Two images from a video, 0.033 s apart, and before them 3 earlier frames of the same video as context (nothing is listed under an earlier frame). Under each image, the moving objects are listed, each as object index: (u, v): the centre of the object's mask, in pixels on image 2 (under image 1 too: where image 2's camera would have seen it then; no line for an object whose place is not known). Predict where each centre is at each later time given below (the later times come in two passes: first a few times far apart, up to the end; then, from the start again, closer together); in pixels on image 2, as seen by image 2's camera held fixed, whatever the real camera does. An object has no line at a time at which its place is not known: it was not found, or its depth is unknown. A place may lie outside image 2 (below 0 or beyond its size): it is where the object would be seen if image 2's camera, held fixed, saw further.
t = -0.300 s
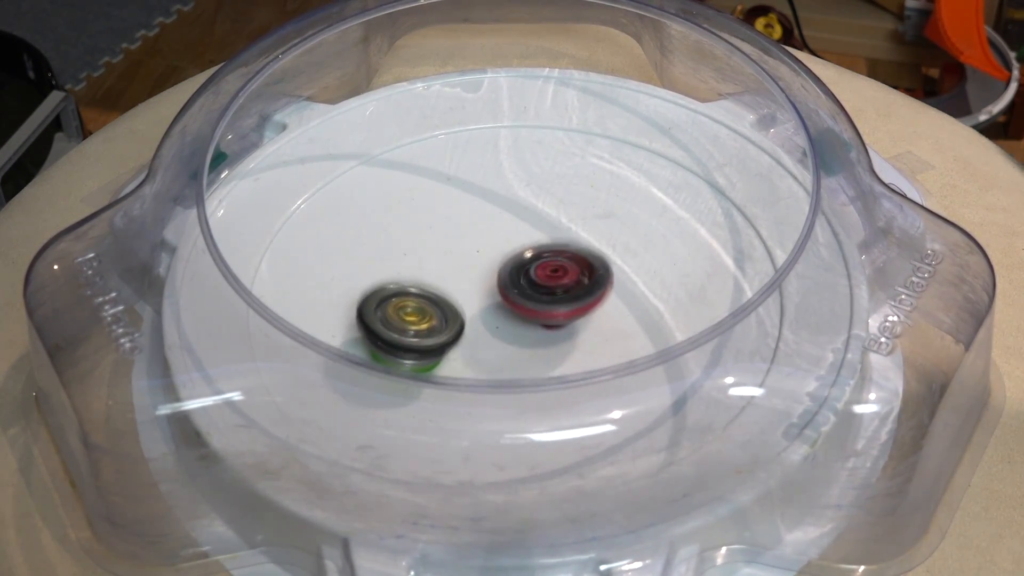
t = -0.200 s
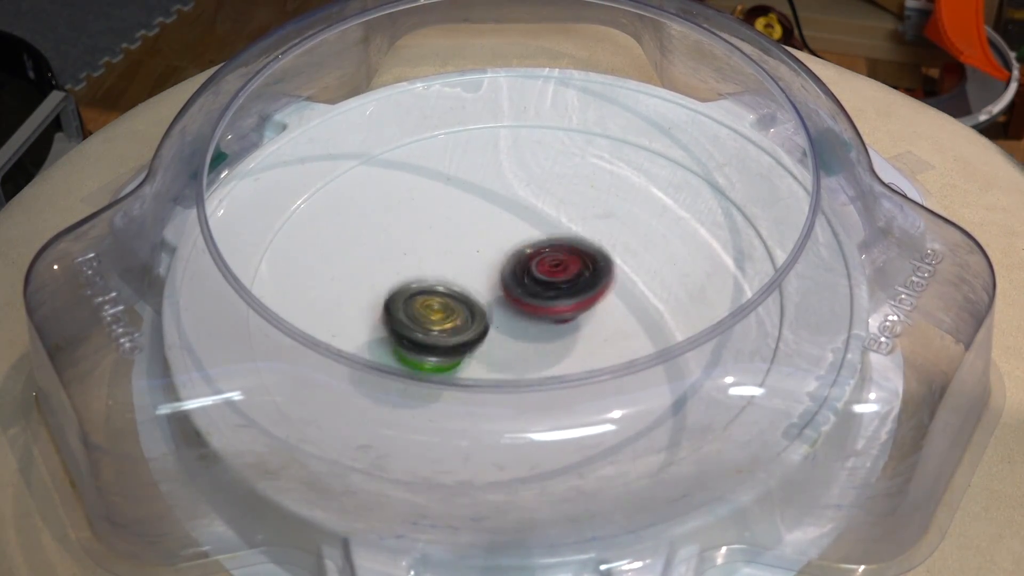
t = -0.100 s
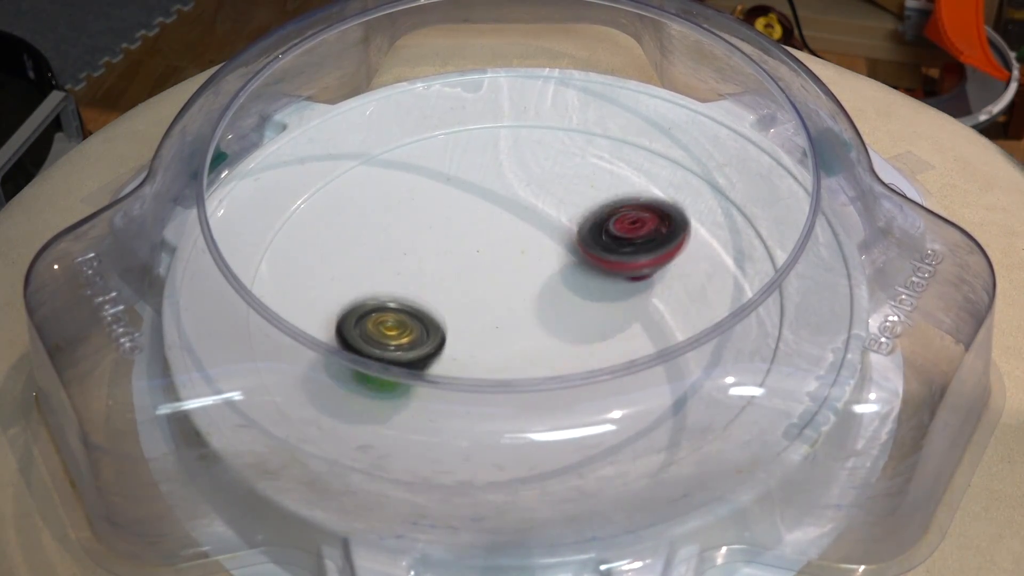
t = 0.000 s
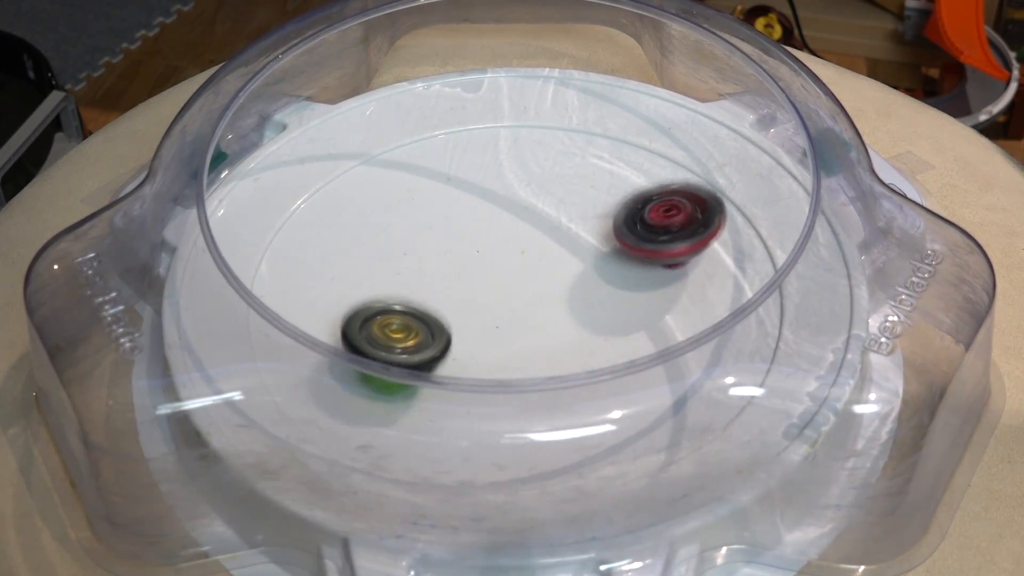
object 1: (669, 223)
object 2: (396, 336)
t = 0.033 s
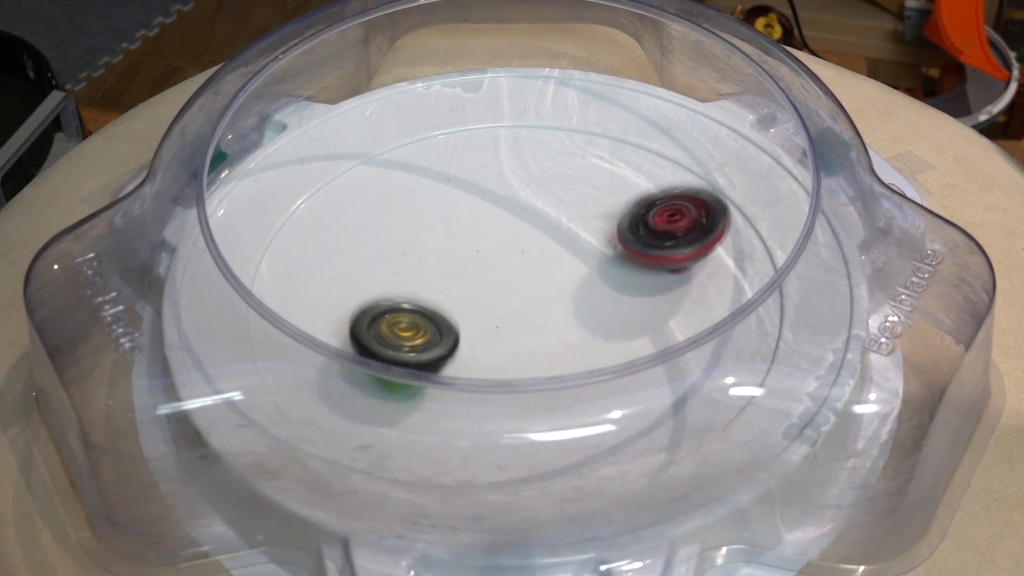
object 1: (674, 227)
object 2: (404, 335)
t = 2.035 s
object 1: (575, 285)
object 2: (406, 319)
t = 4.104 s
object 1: (596, 261)
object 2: (423, 308)
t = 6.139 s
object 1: (595, 284)
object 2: (468, 289)
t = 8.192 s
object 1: (558, 332)
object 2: (466, 225)
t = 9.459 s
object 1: (459, 301)
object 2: (574, 282)
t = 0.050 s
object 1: (675, 231)
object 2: (408, 334)
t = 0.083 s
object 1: (674, 241)
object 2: (418, 332)
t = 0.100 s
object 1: (671, 246)
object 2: (424, 332)
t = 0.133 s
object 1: (662, 259)
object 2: (433, 330)
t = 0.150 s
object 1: (658, 264)
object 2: (438, 329)
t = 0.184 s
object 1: (647, 277)
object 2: (447, 324)
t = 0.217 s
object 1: (634, 289)
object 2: (455, 315)
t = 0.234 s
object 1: (627, 294)
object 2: (458, 311)
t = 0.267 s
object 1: (612, 302)
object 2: (465, 300)
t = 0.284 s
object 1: (604, 304)
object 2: (468, 295)
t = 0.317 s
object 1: (587, 308)
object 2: (473, 284)
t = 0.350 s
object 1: (573, 310)
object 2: (473, 272)
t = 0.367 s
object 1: (575, 312)
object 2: (466, 262)
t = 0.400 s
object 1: (577, 315)
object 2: (452, 245)
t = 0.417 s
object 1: (577, 316)
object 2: (445, 239)
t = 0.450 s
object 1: (576, 314)
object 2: (433, 227)
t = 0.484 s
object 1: (572, 310)
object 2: (421, 219)
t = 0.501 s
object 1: (569, 307)
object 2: (415, 215)
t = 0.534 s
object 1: (564, 298)
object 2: (404, 209)
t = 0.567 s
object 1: (559, 287)
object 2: (393, 206)
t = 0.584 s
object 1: (558, 280)
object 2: (388, 206)
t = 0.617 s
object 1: (557, 268)
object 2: (380, 210)
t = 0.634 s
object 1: (558, 262)
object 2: (377, 212)
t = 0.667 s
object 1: (560, 251)
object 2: (374, 219)
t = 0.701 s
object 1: (564, 241)
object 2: (376, 228)
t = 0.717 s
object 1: (566, 236)
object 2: (379, 232)
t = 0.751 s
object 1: (572, 228)
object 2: (388, 241)
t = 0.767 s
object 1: (575, 225)
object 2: (394, 245)
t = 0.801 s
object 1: (582, 221)
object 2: (407, 253)
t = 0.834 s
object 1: (591, 220)
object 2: (420, 260)
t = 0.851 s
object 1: (595, 221)
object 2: (427, 264)
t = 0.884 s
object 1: (600, 226)
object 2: (443, 270)
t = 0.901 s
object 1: (601, 229)
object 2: (452, 273)
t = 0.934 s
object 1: (601, 238)
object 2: (470, 276)
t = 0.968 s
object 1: (598, 247)
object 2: (487, 276)
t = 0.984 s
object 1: (602, 249)
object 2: (490, 277)
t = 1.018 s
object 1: (632, 244)
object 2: (475, 284)
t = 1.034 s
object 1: (645, 242)
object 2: (469, 287)
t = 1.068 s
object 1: (663, 239)
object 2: (459, 292)
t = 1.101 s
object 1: (673, 238)
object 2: (453, 293)
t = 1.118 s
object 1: (676, 240)
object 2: (451, 294)
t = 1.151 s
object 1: (678, 245)
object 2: (450, 294)
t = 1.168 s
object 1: (677, 250)
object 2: (451, 295)
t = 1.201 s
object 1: (668, 262)
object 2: (458, 295)
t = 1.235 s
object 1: (652, 277)
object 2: (468, 292)
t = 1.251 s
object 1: (642, 283)
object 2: (473, 290)
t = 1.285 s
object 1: (619, 293)
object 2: (482, 285)
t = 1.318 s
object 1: (599, 301)
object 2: (489, 280)
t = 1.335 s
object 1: (595, 304)
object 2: (486, 276)
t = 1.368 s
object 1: (584, 308)
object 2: (482, 271)
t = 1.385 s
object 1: (577, 309)
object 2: (481, 269)
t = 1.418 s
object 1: (568, 310)
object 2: (476, 266)
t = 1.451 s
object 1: (562, 311)
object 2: (471, 263)
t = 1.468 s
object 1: (558, 311)
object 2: (468, 262)
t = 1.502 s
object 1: (554, 308)
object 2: (459, 261)
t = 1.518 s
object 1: (552, 306)
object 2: (455, 262)
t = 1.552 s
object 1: (550, 302)
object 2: (445, 263)
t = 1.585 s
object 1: (556, 303)
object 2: (427, 261)
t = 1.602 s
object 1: (557, 303)
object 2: (419, 261)
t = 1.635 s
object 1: (560, 302)
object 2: (409, 262)
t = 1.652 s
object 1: (561, 301)
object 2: (407, 263)
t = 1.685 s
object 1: (562, 301)
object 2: (404, 267)
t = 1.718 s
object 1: (559, 300)
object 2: (403, 274)
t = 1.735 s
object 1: (558, 298)
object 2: (403, 278)
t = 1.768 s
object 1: (554, 297)
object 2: (406, 287)
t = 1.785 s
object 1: (552, 296)
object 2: (408, 291)
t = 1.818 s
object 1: (545, 295)
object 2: (416, 299)
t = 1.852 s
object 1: (539, 293)
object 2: (425, 304)
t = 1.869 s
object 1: (546, 291)
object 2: (419, 307)
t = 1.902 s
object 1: (557, 289)
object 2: (410, 312)
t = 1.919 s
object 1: (562, 288)
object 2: (407, 313)
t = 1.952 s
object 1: (570, 287)
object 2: (401, 316)
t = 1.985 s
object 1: (573, 286)
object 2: (401, 318)
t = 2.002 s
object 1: (574, 285)
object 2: (403, 319)
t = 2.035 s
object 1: (575, 285)
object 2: (406, 319)
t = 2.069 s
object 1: (571, 285)
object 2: (414, 318)
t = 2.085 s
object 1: (568, 285)
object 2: (418, 317)
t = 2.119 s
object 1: (563, 286)
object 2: (426, 315)
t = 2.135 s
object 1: (559, 287)
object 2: (432, 315)
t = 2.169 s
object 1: (553, 288)
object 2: (439, 311)
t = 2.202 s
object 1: (566, 283)
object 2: (431, 312)
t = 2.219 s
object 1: (571, 282)
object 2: (428, 312)
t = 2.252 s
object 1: (581, 280)
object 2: (422, 310)
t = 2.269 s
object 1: (587, 280)
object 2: (422, 310)
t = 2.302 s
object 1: (596, 280)
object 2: (422, 308)
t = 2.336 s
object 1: (606, 278)
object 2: (426, 307)
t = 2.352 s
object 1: (610, 278)
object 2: (430, 306)
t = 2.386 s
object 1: (612, 279)
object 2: (437, 304)
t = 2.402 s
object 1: (613, 279)
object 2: (441, 303)
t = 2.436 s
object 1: (612, 280)
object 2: (450, 301)
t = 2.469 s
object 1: (606, 282)
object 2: (461, 300)
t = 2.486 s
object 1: (602, 283)
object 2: (467, 298)
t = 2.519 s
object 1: (595, 285)
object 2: (477, 297)
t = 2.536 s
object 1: (593, 286)
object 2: (479, 297)
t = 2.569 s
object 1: (610, 286)
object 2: (462, 296)
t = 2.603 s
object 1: (624, 286)
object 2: (452, 295)
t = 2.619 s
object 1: (628, 287)
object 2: (447, 294)
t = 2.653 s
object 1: (633, 286)
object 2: (441, 293)
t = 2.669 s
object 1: (634, 286)
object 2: (439, 293)
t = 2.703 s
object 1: (630, 287)
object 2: (437, 293)
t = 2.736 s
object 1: (624, 287)
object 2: (439, 293)
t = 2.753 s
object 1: (620, 287)
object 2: (440, 293)
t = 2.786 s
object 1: (606, 288)
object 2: (444, 292)
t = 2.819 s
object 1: (592, 289)
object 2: (450, 293)
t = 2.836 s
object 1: (583, 291)
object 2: (454, 292)
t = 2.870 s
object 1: (572, 292)
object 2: (455, 291)
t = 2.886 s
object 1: (574, 293)
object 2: (450, 290)
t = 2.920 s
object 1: (576, 295)
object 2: (442, 289)
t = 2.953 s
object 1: (581, 295)
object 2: (439, 289)
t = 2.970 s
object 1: (582, 294)
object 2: (437, 289)
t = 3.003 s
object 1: (581, 291)
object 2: (437, 289)
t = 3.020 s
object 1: (581, 289)
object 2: (436, 289)
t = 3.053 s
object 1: (577, 285)
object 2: (441, 290)
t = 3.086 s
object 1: (575, 280)
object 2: (445, 291)
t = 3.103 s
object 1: (572, 279)
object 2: (449, 291)
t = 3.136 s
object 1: (567, 276)
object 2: (454, 292)
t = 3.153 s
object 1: (572, 275)
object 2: (453, 293)
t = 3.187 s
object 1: (583, 271)
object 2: (441, 293)
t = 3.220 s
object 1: (589, 268)
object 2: (433, 294)
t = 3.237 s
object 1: (592, 266)
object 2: (430, 295)
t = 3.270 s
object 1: (595, 264)
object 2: (429, 296)
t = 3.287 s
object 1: (594, 263)
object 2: (428, 297)
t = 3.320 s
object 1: (595, 263)
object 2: (429, 298)
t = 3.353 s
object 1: (591, 263)
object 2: (435, 299)
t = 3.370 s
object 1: (589, 264)
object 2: (437, 299)
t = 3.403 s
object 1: (582, 267)
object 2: (444, 301)
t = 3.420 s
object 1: (580, 268)
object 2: (446, 301)
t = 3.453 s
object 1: (572, 272)
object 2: (456, 302)
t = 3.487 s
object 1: (574, 272)
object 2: (453, 305)
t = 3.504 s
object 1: (583, 270)
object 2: (446, 304)
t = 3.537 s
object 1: (595, 268)
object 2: (434, 307)
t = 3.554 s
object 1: (601, 267)
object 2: (430, 308)
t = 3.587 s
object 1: (608, 267)
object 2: (426, 310)
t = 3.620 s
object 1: (613, 266)
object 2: (422, 310)
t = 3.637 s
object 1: (614, 267)
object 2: (424, 310)
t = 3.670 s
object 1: (612, 267)
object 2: (426, 311)
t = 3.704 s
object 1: (607, 270)
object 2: (429, 310)
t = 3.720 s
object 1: (604, 270)
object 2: (434, 310)
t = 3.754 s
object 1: (596, 273)
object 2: (441, 310)
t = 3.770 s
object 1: (591, 274)
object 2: (445, 309)
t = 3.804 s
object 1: (582, 276)
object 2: (453, 308)
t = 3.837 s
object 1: (572, 278)
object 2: (459, 307)
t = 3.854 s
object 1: (581, 275)
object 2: (451, 306)
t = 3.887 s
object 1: (599, 269)
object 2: (433, 307)
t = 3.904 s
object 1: (605, 267)
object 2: (426, 308)
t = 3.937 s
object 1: (615, 262)
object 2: (418, 309)
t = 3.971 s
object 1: (618, 259)
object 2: (412, 309)
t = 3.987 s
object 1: (620, 258)
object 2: (410, 310)
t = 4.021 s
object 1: (616, 257)
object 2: (412, 310)
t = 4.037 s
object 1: (614, 257)
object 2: (412, 310)
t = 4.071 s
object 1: (606, 258)
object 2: (417, 310)
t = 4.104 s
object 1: (596, 261)
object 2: (423, 308)
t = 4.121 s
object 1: (589, 263)
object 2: (426, 308)
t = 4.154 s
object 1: (577, 266)
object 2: (434, 305)
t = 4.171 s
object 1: (570, 269)
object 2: (438, 305)
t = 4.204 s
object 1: (558, 273)
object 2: (445, 302)
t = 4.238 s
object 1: (573, 271)
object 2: (426, 304)
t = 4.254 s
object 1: (586, 267)
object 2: (411, 307)
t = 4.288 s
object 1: (609, 262)
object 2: (389, 311)
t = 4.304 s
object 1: (620, 259)
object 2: (381, 313)
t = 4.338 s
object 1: (637, 258)
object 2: (369, 314)
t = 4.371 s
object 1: (652, 258)
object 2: (362, 315)
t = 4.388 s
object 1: (656, 260)
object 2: (362, 316)
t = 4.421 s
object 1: (662, 263)
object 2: (361, 317)
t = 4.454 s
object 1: (662, 266)
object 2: (364, 318)
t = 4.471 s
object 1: (660, 269)
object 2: (366, 318)
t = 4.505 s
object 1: (653, 273)
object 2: (370, 317)
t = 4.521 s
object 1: (648, 276)
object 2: (373, 318)
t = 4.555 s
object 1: (636, 280)
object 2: (379, 317)
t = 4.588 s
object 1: (621, 285)
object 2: (387, 316)
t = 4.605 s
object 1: (614, 288)
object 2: (393, 315)
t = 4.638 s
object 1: (597, 291)
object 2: (402, 311)
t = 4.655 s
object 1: (589, 294)
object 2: (407, 309)
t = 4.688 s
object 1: (573, 297)
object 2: (418, 305)
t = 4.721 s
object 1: (558, 300)
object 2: (428, 300)
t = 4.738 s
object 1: (552, 301)
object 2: (435, 298)
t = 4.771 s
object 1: (572, 301)
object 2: (412, 289)
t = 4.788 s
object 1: (592, 302)
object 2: (391, 284)
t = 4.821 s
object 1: (624, 299)
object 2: (358, 274)
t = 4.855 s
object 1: (647, 297)
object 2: (332, 266)
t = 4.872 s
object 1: (657, 296)
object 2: (324, 263)
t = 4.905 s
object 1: (668, 292)
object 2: (311, 259)
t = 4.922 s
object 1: (670, 291)
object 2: (306, 259)
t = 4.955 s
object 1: (670, 287)
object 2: (302, 259)
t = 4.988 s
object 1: (664, 282)
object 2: (302, 264)
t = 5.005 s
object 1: (659, 280)
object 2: (305, 267)
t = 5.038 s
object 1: (648, 276)
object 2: (310, 272)
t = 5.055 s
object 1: (640, 275)
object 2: (313, 276)
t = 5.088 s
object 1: (626, 272)
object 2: (322, 282)
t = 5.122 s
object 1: (611, 269)
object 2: (337, 290)
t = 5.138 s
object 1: (601, 268)
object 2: (346, 293)
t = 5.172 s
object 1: (584, 267)
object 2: (363, 298)
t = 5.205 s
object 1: (568, 266)
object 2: (383, 300)
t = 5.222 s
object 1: (558, 267)
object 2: (391, 301)
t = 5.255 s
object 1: (542, 268)
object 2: (413, 303)
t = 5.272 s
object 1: (534, 268)
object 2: (422, 302)
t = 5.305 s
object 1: (547, 259)
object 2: (412, 306)
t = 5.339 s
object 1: (571, 248)
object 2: (394, 314)
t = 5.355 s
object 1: (582, 243)
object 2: (388, 315)
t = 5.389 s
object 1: (600, 237)
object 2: (381, 315)
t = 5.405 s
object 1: (606, 236)
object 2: (377, 316)
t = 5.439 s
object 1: (617, 235)
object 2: (377, 317)
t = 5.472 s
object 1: (622, 238)
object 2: (378, 317)
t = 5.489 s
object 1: (623, 240)
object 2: (381, 318)
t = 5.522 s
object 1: (622, 244)
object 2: (387, 317)
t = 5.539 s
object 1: (621, 247)
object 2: (392, 318)
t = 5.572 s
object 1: (615, 253)
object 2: (401, 317)
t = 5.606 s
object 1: (607, 260)
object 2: (415, 315)
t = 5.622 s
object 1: (603, 264)
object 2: (419, 313)
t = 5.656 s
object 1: (593, 270)
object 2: (433, 311)
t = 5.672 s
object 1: (587, 275)
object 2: (440, 308)
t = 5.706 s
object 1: (577, 282)
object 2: (452, 306)
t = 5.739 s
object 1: (572, 286)
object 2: (458, 302)
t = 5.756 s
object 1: (574, 286)
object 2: (457, 301)
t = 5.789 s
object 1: (574, 289)
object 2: (458, 299)
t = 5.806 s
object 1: (576, 289)
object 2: (459, 297)
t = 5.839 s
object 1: (576, 290)
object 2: (462, 295)
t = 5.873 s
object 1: (585, 290)
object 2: (459, 294)
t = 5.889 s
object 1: (589, 292)
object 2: (458, 292)
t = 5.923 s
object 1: (595, 292)
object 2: (456, 293)
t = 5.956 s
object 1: (598, 290)
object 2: (457, 292)
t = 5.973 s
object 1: (597, 289)
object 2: (458, 292)
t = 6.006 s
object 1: (597, 288)
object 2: (461, 291)
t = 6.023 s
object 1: (598, 288)
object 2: (463, 291)
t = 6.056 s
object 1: (595, 286)
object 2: (468, 291)
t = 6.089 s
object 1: (590, 285)
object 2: (475, 291)
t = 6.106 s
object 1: (590, 285)
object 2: (474, 290)
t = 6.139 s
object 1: (595, 284)
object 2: (468, 289)
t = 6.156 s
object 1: (595, 282)
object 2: (466, 288)
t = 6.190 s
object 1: (595, 281)
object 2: (462, 288)
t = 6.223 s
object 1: (593, 280)
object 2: (461, 288)
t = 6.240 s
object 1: (592, 279)
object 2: (461, 289)
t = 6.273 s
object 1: (587, 279)
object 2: (462, 290)
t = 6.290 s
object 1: (583, 278)
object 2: (464, 291)
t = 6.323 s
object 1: (581, 277)
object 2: (464, 293)
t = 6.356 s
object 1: (582, 276)
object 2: (461, 292)
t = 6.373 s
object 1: (581, 276)
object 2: (459, 293)
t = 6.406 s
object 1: (578, 276)
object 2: (459, 294)
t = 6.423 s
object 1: (577, 275)
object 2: (458, 295)
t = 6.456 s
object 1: (573, 276)
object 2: (460, 296)
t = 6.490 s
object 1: (572, 276)
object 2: (456, 297)
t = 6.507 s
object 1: (572, 276)
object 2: (454, 297)
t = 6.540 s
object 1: (572, 275)
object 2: (451, 298)
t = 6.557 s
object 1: (572, 277)
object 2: (450, 299)
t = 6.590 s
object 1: (569, 278)
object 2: (450, 300)
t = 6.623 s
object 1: (563, 279)
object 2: (452, 299)
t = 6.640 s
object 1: (567, 278)
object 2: (447, 300)
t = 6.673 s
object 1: (587, 277)
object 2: (428, 301)
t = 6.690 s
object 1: (594, 277)
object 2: (421, 302)
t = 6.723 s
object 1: (606, 277)
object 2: (409, 303)
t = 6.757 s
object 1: (612, 277)
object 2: (404, 304)
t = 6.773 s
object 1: (614, 278)
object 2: (402, 305)
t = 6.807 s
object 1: (613, 280)
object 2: (400, 305)
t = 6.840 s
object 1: (607, 283)
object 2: (399, 307)
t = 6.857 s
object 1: (604, 284)
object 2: (399, 306)
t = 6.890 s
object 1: (596, 287)
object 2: (402, 305)
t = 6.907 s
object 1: (592, 290)
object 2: (403, 306)
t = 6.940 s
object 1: (583, 293)
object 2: (405, 304)
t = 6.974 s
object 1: (574, 296)
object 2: (409, 303)
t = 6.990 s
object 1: (572, 297)
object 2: (411, 303)
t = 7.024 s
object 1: (565, 300)
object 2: (417, 300)
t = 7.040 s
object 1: (561, 303)
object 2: (420, 300)
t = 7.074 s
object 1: (556, 305)
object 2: (426, 297)
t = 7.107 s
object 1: (553, 306)
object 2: (432, 296)
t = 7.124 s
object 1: (553, 305)
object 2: (435, 295)
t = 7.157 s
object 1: (562, 303)
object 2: (433, 290)
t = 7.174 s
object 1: (577, 304)
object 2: (422, 287)
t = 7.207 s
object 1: (607, 304)
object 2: (403, 281)
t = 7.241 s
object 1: (628, 302)
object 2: (394, 276)
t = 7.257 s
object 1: (638, 300)
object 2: (391, 275)
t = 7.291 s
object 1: (649, 298)
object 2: (386, 274)
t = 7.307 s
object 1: (651, 297)
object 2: (385, 272)
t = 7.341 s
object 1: (654, 295)
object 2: (387, 272)
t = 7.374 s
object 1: (652, 293)
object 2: (388, 270)
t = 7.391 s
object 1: (651, 292)
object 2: (391, 269)
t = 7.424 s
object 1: (642, 292)
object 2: (396, 269)
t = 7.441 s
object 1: (635, 291)
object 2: (397, 268)
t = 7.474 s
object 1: (622, 290)
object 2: (404, 266)
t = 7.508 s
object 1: (607, 289)
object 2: (411, 265)
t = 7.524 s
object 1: (599, 289)
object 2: (413, 264)
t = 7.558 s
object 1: (583, 289)
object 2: (422, 262)
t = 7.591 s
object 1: (566, 289)
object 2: (431, 263)
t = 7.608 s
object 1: (558, 287)
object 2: (433, 262)
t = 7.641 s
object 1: (545, 287)
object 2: (441, 261)
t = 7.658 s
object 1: (548, 290)
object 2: (438, 257)
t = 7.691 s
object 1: (555, 295)
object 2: (429, 250)
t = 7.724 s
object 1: (561, 300)
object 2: (424, 245)
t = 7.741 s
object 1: (564, 301)
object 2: (425, 243)
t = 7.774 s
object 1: (566, 304)
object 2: (427, 242)
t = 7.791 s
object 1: (566, 304)
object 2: (428, 242)
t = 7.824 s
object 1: (565, 305)
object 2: (432, 242)
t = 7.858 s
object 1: (563, 306)
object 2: (439, 242)
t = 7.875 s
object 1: (561, 307)
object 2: (442, 242)
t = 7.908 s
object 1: (556, 306)
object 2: (448, 243)
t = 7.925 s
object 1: (554, 306)
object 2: (451, 243)
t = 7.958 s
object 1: (547, 306)
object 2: (460, 244)
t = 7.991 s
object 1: (542, 306)
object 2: (468, 246)
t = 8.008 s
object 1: (544, 309)
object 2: (467, 242)
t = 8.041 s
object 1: (551, 318)
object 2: (463, 233)
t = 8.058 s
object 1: (555, 322)
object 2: (461, 229)
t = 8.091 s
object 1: (559, 327)
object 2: (461, 225)
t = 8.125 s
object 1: (560, 330)
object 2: (460, 223)
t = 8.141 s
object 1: (562, 331)
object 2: (459, 223)
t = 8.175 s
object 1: (561, 332)
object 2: (463, 224)
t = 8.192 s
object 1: (558, 332)
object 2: (466, 225)
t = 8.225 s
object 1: (555, 331)
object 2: (469, 229)
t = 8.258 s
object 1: (551, 330)
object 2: (474, 233)
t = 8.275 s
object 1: (549, 329)
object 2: (478, 235)
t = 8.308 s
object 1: (543, 327)
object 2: (486, 239)
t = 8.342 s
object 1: (538, 324)
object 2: (492, 244)
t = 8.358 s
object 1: (536, 323)
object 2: (496, 246)
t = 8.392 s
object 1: (539, 331)
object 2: (496, 240)
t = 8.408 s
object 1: (540, 335)
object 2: (497, 236)
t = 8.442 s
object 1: (540, 341)
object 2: (499, 232)
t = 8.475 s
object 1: (540, 344)
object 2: (500, 230)
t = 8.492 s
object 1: (540, 345)
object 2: (502, 230)
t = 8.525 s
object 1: (538, 346)
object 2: (504, 231)
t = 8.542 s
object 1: (537, 345)
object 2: (506, 232)
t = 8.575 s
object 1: (535, 345)
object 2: (512, 233)
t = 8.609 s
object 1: (532, 344)
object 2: (518, 235)
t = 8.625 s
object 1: (531, 343)
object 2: (520, 236)
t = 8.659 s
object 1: (528, 340)
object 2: (524, 240)
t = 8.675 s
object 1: (526, 339)
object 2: (527, 240)
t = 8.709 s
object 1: (522, 336)
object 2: (532, 243)
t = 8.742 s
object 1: (520, 332)
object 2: (537, 245)
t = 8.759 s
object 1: (518, 328)
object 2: (540, 245)
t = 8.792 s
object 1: (512, 329)
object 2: (546, 245)
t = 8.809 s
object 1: (510, 329)
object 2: (549, 244)
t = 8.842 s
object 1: (505, 330)
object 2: (551, 245)
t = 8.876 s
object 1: (502, 329)
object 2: (553, 247)
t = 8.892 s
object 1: (503, 327)
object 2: (555, 247)
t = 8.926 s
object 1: (500, 324)
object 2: (559, 249)
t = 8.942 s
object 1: (500, 323)
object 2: (560, 251)
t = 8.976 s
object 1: (497, 321)
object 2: (564, 253)
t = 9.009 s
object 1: (487, 327)
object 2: (573, 250)
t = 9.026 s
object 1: (482, 329)
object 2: (575, 248)
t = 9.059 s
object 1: (476, 330)
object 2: (578, 246)
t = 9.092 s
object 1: (473, 330)
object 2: (580, 247)
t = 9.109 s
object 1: (471, 331)
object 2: (581, 247)
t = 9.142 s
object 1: (470, 329)
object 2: (581, 249)
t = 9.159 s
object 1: (471, 329)
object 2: (581, 251)
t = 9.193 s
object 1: (471, 326)
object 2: (582, 254)
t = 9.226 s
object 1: (471, 322)
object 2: (582, 257)
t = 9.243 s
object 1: (473, 319)
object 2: (580, 260)
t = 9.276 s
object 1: (474, 315)
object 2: (579, 265)
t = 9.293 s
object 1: (475, 311)
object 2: (578, 267)
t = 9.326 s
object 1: (474, 308)
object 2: (577, 272)
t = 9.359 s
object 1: (468, 307)
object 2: (579, 274)
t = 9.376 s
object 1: (465, 305)
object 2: (578, 275)
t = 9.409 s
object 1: (462, 304)
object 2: (577, 277)
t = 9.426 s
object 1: (461, 303)
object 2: (577, 279)
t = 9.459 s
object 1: (459, 301)
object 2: (574, 282)
